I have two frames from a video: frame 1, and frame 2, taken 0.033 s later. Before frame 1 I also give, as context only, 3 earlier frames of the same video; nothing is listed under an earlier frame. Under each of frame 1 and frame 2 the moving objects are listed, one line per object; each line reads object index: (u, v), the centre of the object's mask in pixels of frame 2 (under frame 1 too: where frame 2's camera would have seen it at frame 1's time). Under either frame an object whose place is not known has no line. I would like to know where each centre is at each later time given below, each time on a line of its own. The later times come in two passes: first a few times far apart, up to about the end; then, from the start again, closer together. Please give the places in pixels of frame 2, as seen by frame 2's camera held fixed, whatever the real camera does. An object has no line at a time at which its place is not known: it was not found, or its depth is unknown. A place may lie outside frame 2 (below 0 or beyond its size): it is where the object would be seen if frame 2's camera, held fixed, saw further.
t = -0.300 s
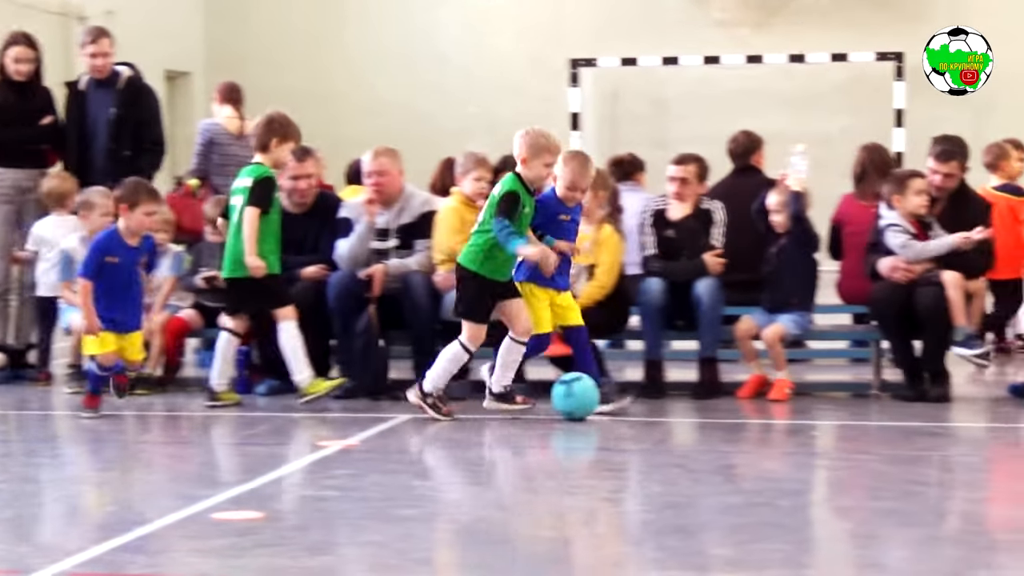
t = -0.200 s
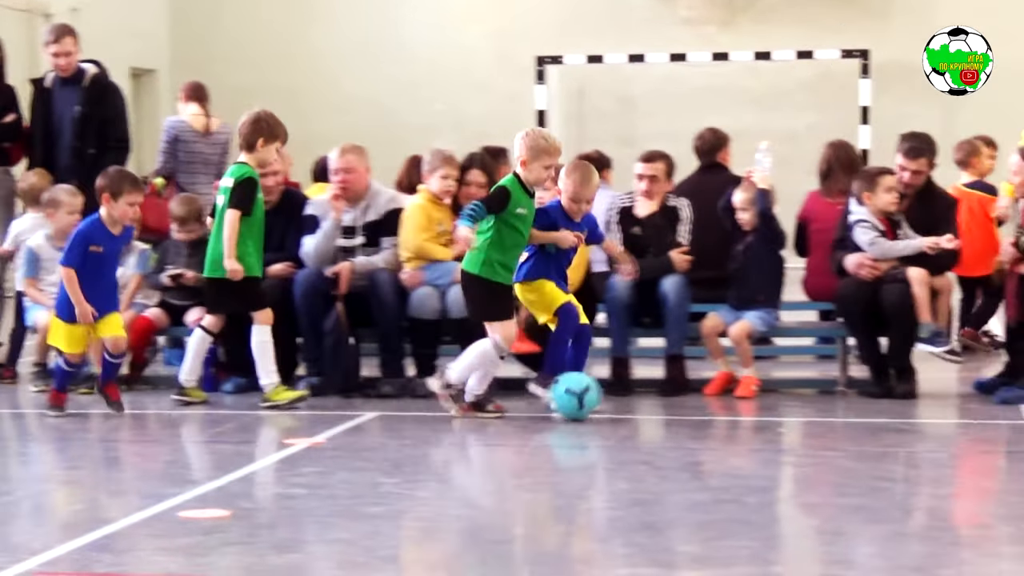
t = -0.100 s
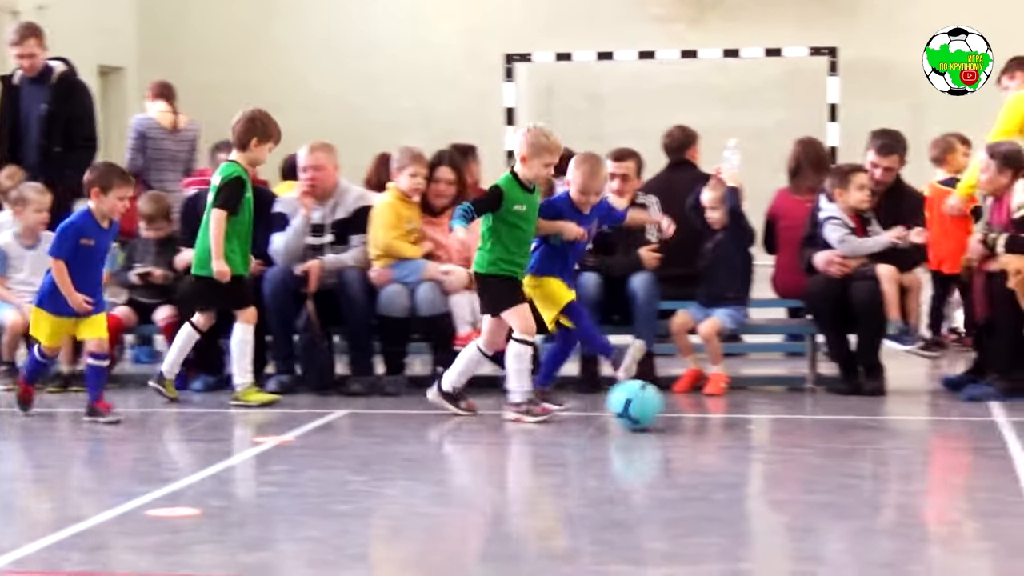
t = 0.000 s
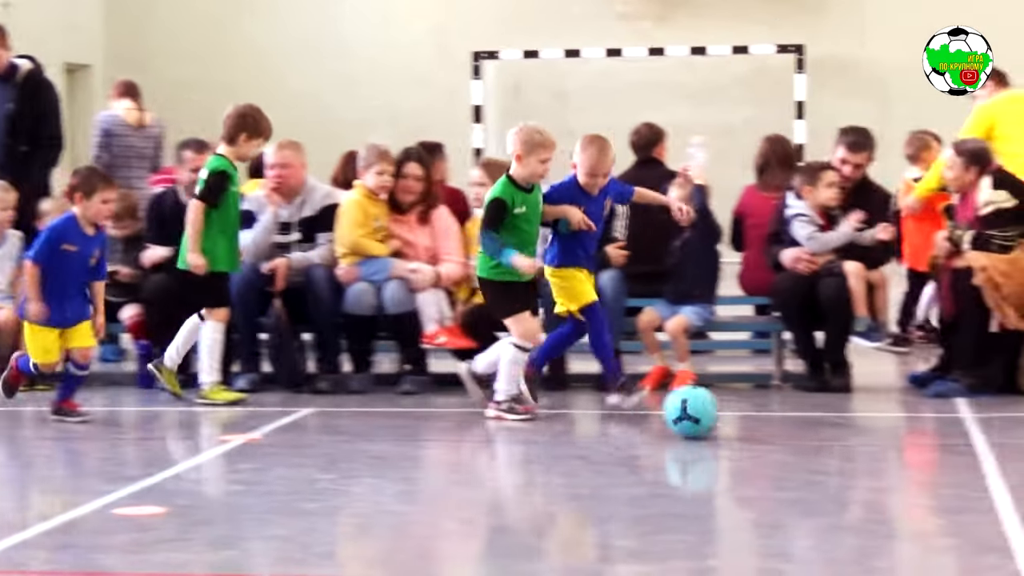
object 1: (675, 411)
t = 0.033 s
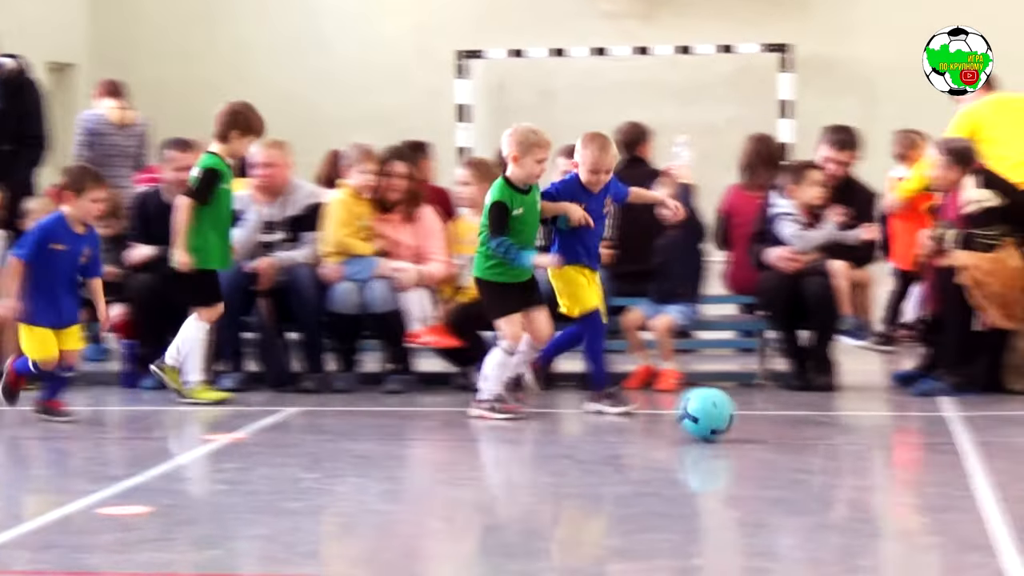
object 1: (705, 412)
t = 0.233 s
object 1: (875, 430)
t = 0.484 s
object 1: (1047, 445)
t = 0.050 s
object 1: (718, 414)
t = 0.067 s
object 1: (733, 416)
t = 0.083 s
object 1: (747, 416)
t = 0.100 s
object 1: (762, 418)
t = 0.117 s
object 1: (778, 420)
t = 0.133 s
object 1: (793, 422)
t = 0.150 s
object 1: (798, 424)
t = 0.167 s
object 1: (813, 425)
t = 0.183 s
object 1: (828, 426)
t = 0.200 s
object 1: (844, 427)
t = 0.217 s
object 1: (859, 429)
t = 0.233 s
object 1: (875, 430)
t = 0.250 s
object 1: (883, 431)
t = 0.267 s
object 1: (890, 432)
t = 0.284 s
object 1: (906, 432)
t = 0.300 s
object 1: (921, 434)
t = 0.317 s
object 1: (937, 434)
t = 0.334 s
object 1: (951, 436)
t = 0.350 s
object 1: (954, 437)
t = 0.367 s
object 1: (965, 437)
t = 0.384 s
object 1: (979, 438)
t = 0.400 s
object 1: (994, 440)
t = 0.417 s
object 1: (1008, 440)
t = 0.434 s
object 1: (1021, 442)
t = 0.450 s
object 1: (1028, 442)
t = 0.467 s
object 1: (1035, 443)
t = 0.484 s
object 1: (1047, 445)
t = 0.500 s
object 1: (1061, 446)
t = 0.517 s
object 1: (1075, 446)
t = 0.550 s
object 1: (1094, 448)
